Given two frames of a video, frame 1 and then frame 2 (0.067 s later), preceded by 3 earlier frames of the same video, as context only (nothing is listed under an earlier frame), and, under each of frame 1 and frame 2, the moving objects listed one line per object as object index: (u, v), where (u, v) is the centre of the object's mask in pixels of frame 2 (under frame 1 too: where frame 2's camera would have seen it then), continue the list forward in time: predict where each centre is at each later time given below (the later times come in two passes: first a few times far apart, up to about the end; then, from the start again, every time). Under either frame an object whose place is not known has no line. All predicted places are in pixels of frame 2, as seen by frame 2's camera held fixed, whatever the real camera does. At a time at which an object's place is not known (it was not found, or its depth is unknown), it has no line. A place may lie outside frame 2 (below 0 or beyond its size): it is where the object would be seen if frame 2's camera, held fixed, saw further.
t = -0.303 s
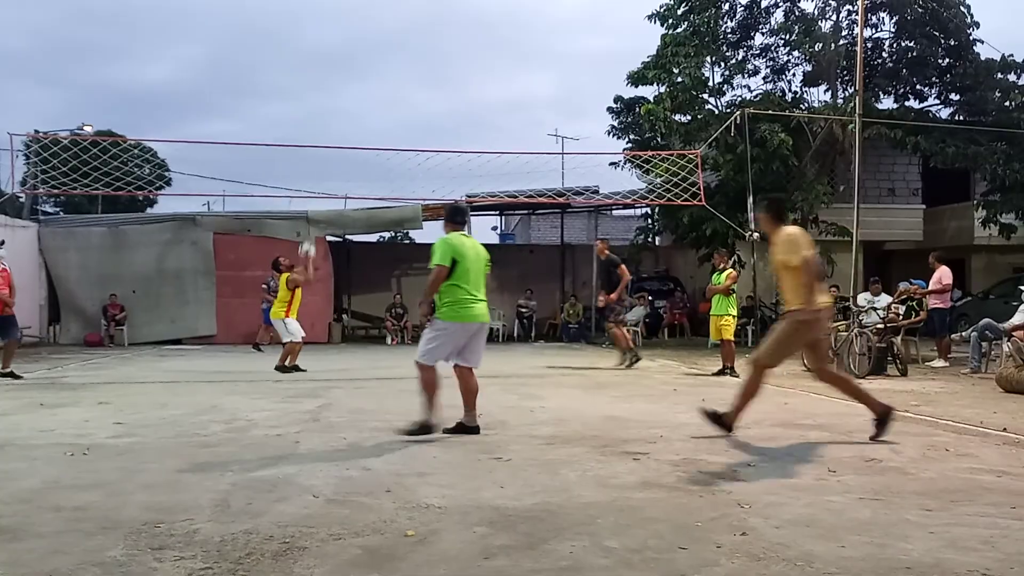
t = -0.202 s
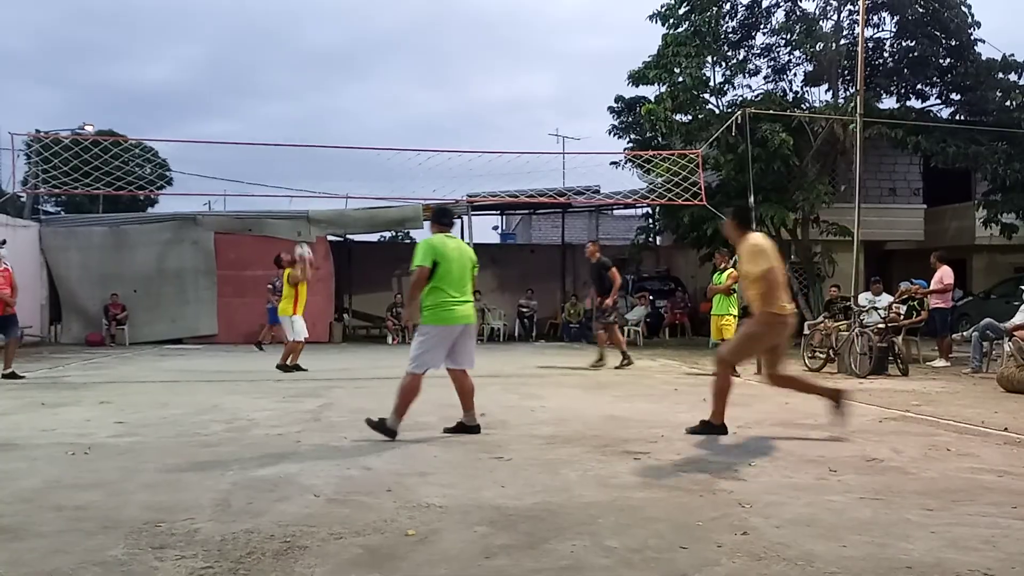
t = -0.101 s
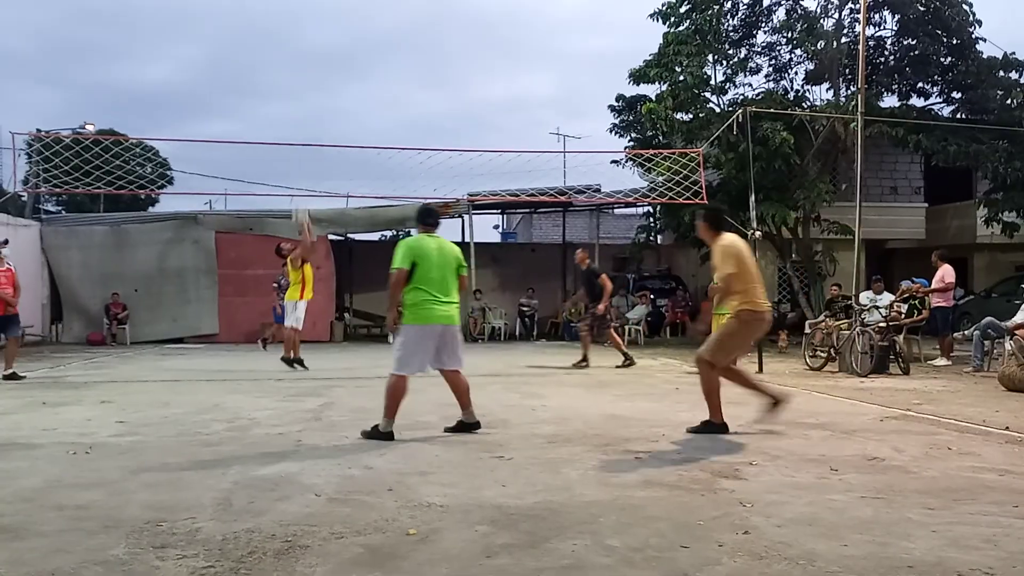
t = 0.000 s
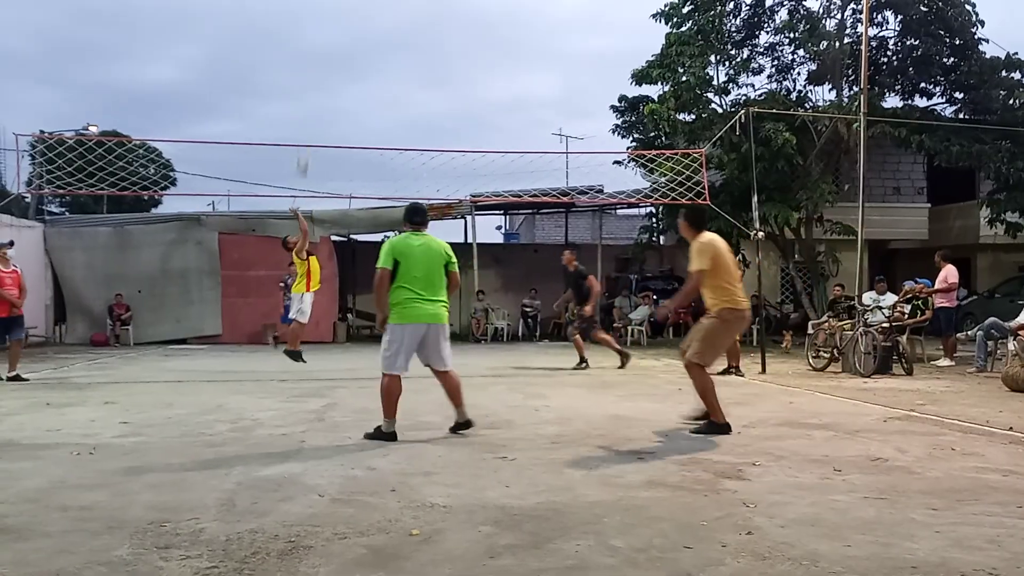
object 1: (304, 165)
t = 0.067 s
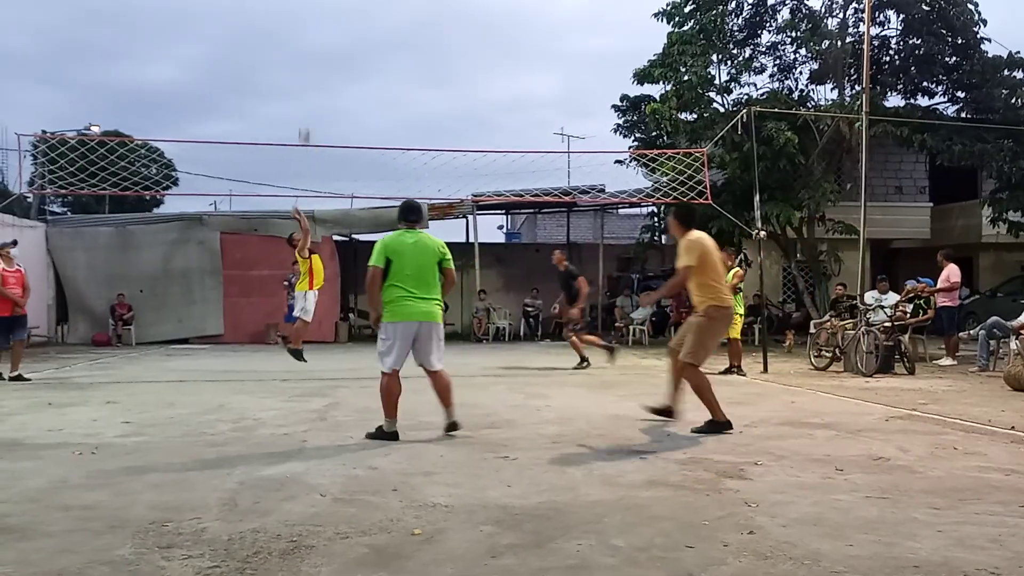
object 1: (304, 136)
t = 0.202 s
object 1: (306, 86)
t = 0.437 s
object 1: (308, 27)
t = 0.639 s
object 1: (310, 7)
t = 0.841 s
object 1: (312, 17)
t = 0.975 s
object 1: (312, 40)
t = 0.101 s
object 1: (306, 123)
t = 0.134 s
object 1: (306, 109)
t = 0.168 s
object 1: (306, 97)
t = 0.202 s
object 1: (306, 86)
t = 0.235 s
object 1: (306, 76)
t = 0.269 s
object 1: (306, 65)
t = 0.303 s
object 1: (307, 56)
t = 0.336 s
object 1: (307, 48)
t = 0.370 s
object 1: (307, 39)
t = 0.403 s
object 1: (308, 32)
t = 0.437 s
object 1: (308, 27)
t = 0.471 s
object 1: (308, 21)
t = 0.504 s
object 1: (308, 17)
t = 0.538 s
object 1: (309, 13)
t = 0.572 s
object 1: (309, 10)
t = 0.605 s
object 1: (309, 8)
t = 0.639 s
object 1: (310, 7)
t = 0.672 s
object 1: (310, 7)
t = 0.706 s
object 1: (310, 7)
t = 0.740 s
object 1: (311, 8)
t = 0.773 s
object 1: (311, 10)
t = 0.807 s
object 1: (311, 13)
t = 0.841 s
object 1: (312, 17)
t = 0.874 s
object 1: (312, 21)
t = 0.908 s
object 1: (312, 27)
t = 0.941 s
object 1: (312, 33)
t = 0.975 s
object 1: (312, 40)
